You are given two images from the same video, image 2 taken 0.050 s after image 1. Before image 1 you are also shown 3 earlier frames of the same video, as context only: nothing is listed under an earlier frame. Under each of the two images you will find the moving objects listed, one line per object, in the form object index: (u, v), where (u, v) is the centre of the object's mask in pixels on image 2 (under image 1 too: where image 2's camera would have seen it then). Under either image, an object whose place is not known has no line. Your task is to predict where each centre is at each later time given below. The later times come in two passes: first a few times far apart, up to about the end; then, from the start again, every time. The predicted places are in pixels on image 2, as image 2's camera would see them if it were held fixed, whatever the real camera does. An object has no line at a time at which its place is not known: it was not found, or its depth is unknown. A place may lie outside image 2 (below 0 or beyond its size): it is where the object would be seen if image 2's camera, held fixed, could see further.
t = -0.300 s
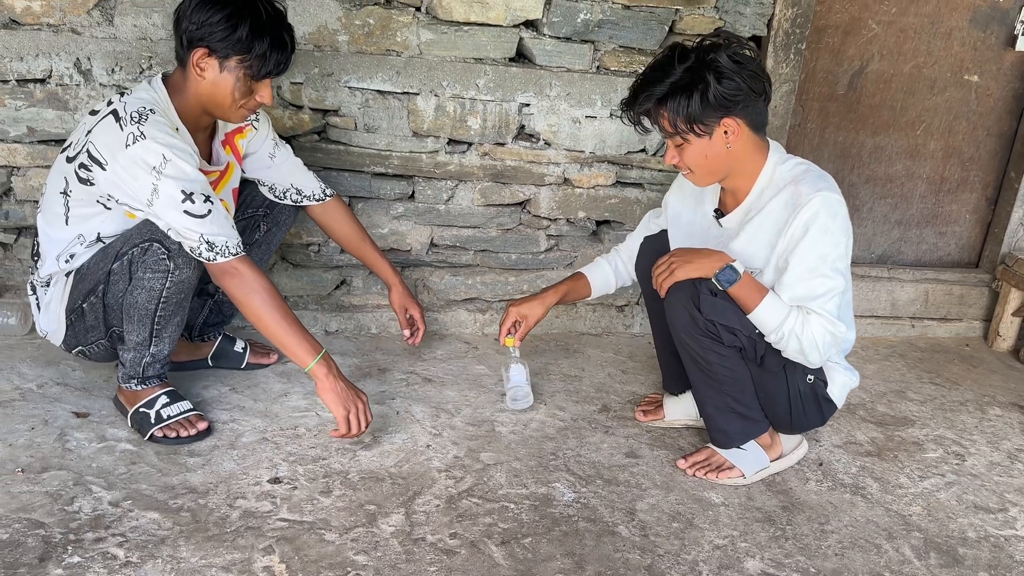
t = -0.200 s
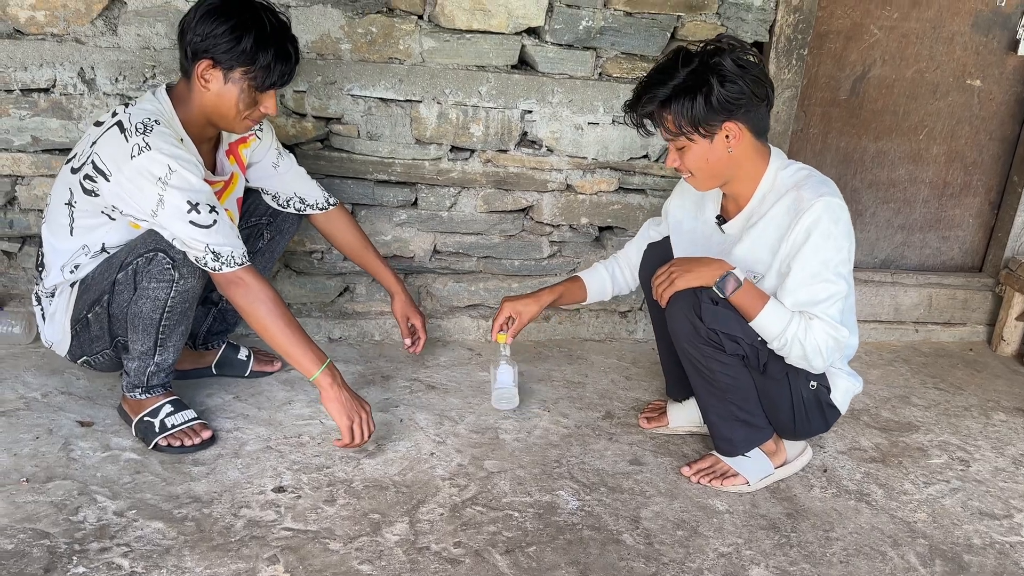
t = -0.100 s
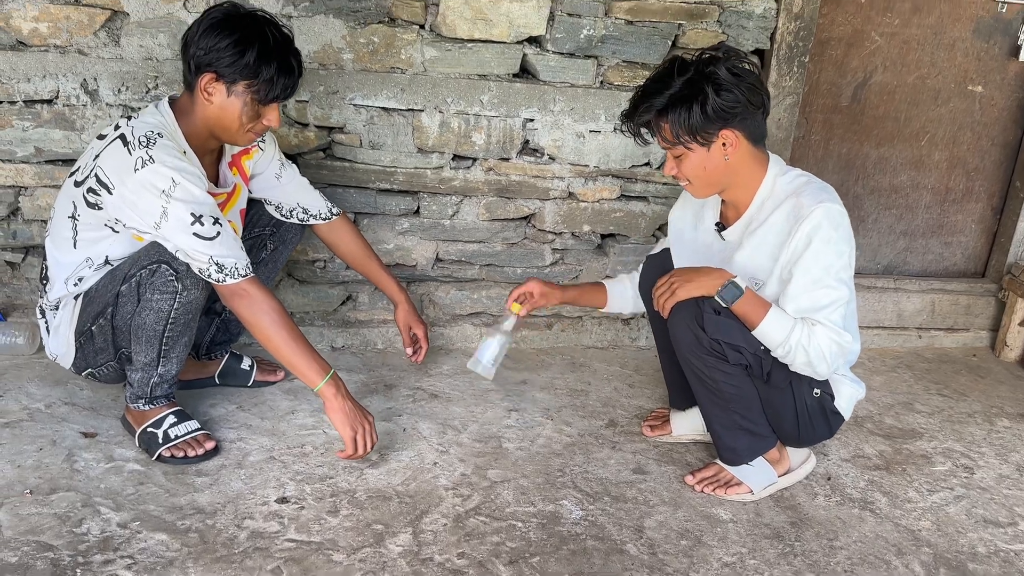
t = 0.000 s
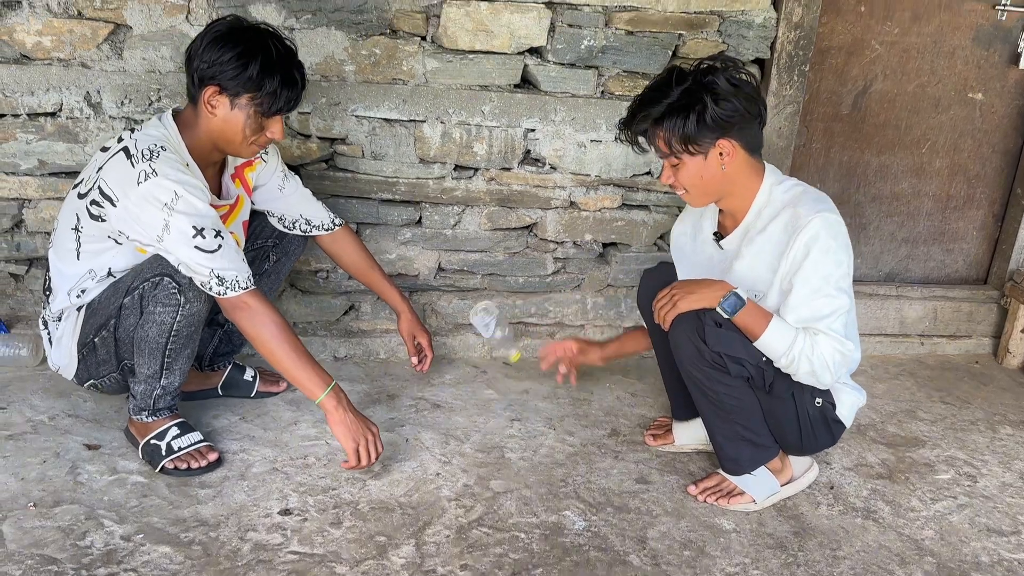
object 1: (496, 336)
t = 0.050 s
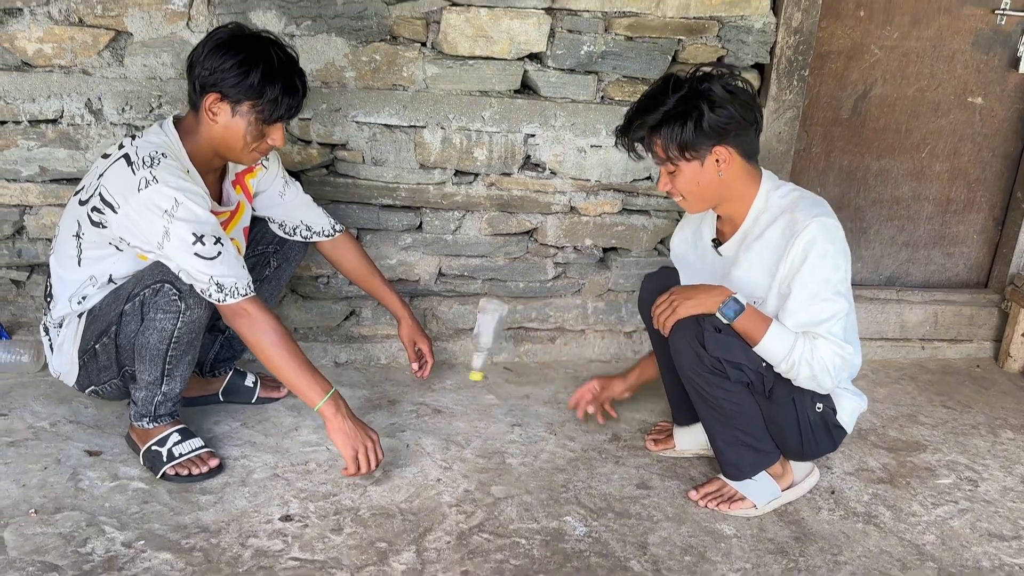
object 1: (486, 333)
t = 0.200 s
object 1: (486, 347)
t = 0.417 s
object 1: (501, 420)
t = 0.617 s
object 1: (500, 422)
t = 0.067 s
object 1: (483, 332)
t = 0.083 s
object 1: (482, 330)
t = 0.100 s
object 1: (480, 328)
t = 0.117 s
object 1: (480, 328)
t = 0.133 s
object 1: (481, 328)
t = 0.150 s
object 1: (482, 330)
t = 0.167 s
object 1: (484, 334)
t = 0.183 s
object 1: (485, 339)
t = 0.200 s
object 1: (486, 347)
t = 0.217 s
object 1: (487, 356)
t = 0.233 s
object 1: (488, 365)
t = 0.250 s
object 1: (489, 376)
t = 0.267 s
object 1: (489, 388)
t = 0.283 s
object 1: (490, 403)
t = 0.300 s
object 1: (491, 416)
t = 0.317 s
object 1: (493, 415)
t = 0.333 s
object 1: (494, 417)
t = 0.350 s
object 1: (496, 420)
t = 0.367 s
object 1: (499, 423)
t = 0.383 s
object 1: (500, 423)
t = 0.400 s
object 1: (500, 421)
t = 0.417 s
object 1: (501, 420)
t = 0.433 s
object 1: (502, 420)
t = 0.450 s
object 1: (502, 420)
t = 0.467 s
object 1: (501, 420)
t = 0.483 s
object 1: (501, 420)
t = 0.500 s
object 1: (501, 421)
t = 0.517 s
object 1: (501, 421)
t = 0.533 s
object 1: (502, 422)
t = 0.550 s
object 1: (501, 422)
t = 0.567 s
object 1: (501, 422)
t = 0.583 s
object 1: (500, 423)
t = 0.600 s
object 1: (500, 422)
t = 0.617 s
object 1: (500, 422)
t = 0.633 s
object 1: (500, 423)
